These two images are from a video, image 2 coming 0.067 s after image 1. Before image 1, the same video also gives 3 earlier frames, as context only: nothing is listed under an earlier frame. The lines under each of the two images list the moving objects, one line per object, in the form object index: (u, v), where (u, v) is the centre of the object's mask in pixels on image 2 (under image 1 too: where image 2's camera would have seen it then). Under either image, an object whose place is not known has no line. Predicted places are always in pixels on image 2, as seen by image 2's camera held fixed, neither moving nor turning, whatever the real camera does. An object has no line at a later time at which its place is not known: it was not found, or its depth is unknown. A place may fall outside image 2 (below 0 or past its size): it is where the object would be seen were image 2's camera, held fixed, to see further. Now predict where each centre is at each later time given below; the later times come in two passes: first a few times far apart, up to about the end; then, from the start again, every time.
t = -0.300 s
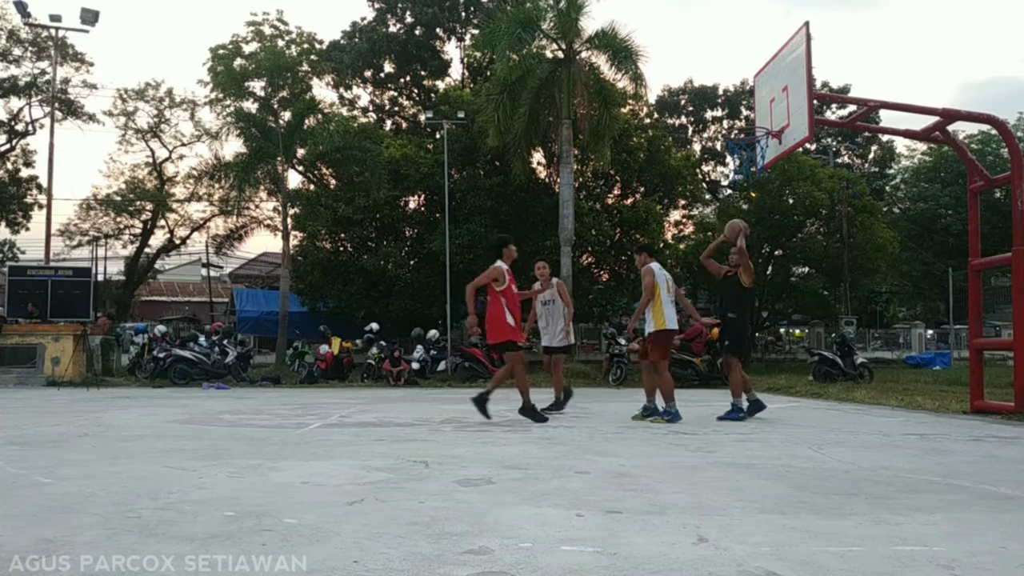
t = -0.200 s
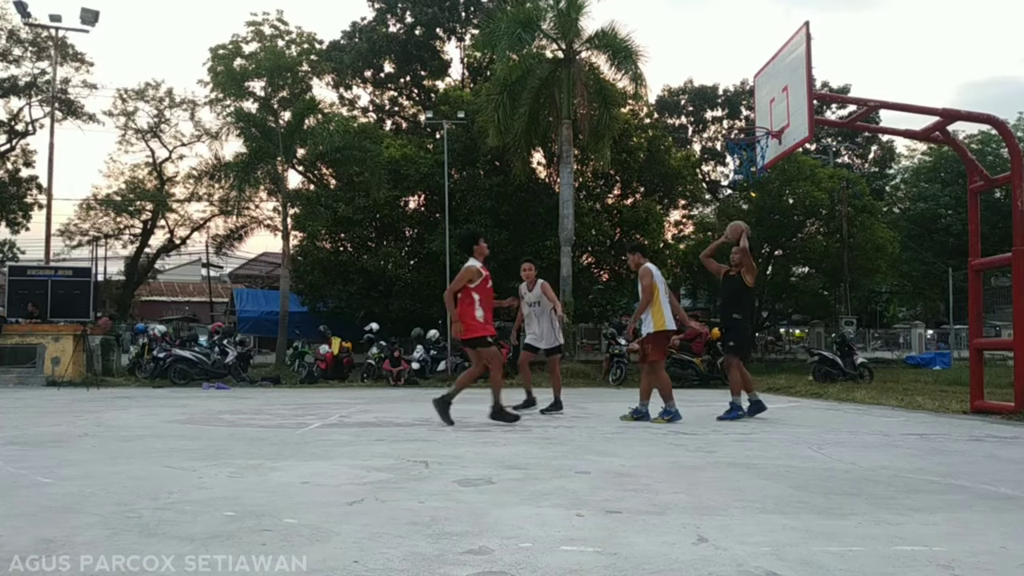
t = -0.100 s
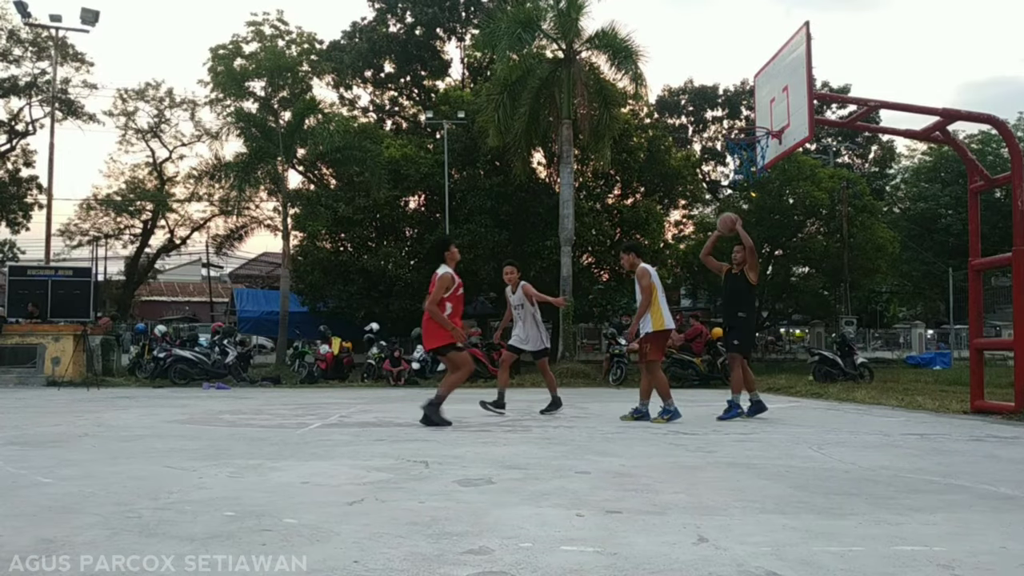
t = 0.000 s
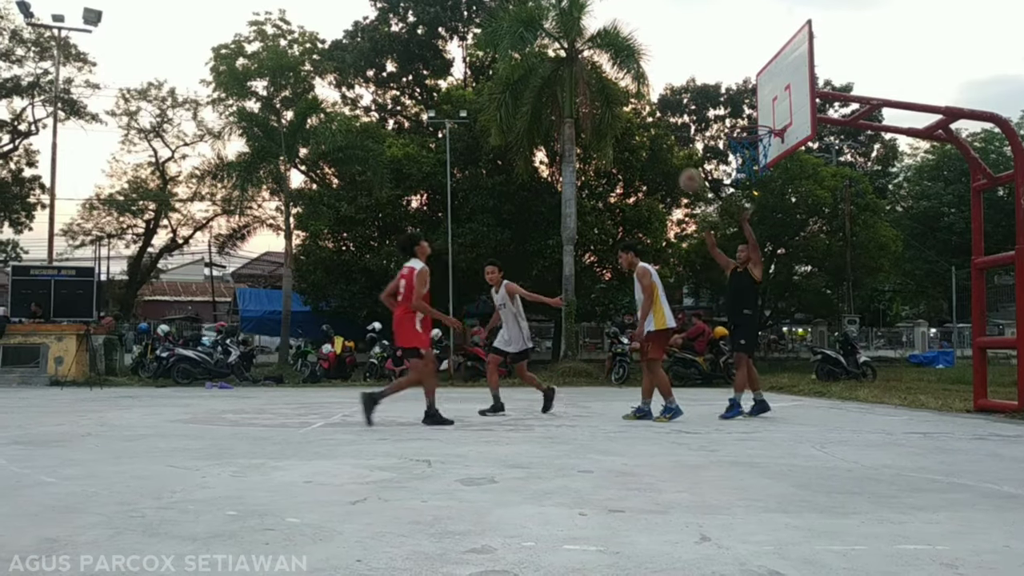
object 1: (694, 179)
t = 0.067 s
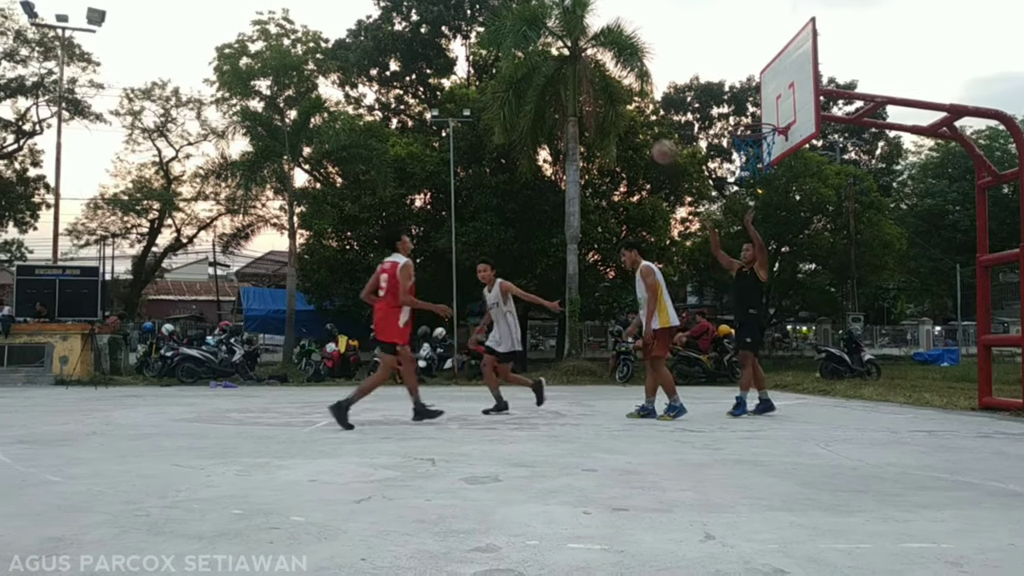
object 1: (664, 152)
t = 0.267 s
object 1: (567, 92)
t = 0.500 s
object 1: (443, 67)
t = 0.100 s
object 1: (649, 140)
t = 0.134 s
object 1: (633, 128)
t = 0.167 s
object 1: (618, 118)
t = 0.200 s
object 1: (601, 109)
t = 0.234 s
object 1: (584, 98)
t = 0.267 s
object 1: (567, 92)
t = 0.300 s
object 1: (550, 86)
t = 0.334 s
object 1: (533, 80)
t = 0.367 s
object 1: (515, 75)
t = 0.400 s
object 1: (497, 72)
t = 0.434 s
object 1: (480, 70)
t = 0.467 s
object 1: (460, 68)
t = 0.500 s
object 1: (443, 67)
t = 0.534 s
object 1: (423, 69)
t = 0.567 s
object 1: (403, 71)
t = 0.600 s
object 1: (383, 74)
